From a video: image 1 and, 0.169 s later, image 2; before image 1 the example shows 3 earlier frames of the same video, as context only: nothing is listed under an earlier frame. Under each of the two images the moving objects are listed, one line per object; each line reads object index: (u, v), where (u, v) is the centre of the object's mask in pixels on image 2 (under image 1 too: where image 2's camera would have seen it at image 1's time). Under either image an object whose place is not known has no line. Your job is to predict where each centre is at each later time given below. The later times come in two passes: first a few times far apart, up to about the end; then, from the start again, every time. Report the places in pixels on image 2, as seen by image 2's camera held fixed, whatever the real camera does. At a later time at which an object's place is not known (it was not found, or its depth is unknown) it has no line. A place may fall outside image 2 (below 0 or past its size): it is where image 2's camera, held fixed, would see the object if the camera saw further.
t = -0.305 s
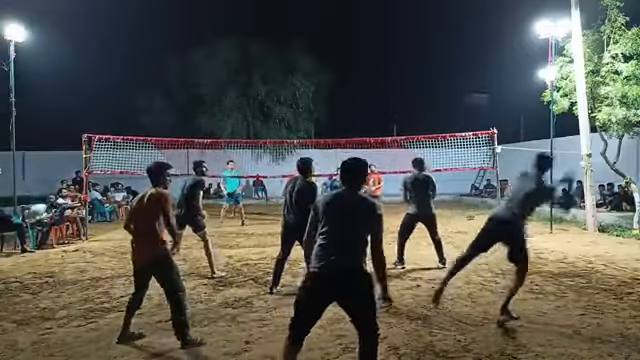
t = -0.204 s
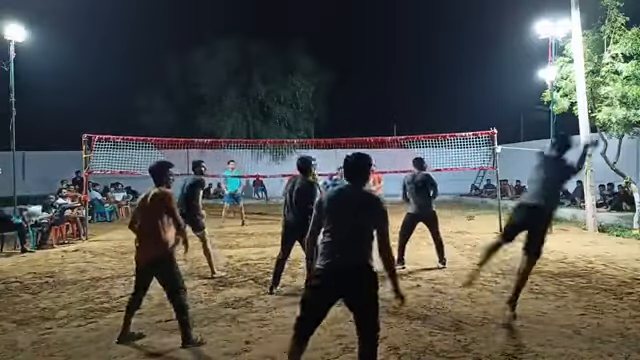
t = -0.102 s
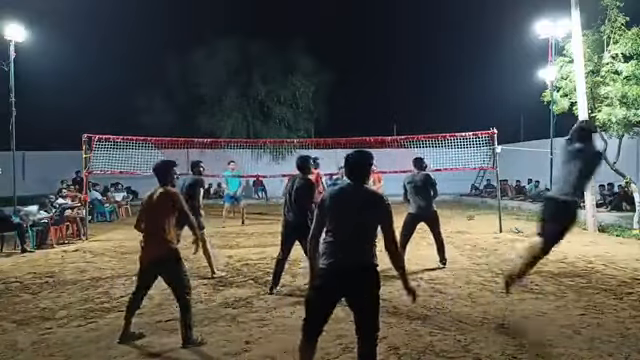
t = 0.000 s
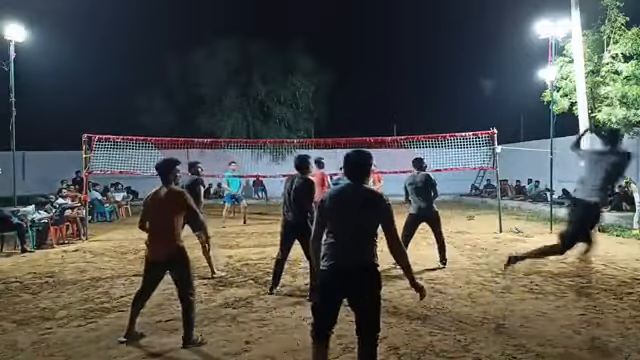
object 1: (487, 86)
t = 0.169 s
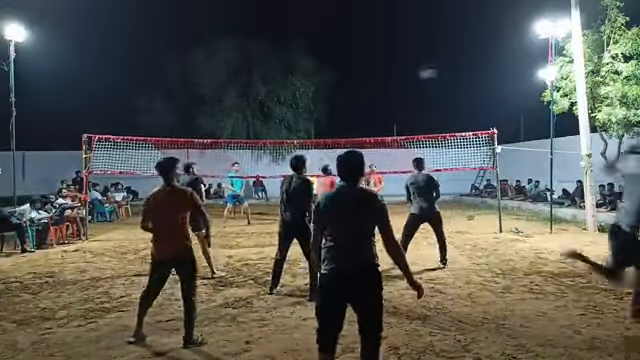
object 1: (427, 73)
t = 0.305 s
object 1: (392, 76)
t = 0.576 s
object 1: (344, 103)
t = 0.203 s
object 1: (418, 73)
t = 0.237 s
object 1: (408, 74)
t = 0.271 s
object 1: (400, 75)
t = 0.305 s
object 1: (392, 76)
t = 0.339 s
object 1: (384, 79)
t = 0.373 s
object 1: (377, 81)
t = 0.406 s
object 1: (371, 84)
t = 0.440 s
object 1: (365, 88)
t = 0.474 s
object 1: (360, 91)
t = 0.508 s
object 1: (354, 95)
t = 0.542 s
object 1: (349, 99)
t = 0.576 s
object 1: (344, 103)
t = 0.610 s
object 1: (339, 107)
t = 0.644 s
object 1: (335, 112)
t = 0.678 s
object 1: (330, 117)
